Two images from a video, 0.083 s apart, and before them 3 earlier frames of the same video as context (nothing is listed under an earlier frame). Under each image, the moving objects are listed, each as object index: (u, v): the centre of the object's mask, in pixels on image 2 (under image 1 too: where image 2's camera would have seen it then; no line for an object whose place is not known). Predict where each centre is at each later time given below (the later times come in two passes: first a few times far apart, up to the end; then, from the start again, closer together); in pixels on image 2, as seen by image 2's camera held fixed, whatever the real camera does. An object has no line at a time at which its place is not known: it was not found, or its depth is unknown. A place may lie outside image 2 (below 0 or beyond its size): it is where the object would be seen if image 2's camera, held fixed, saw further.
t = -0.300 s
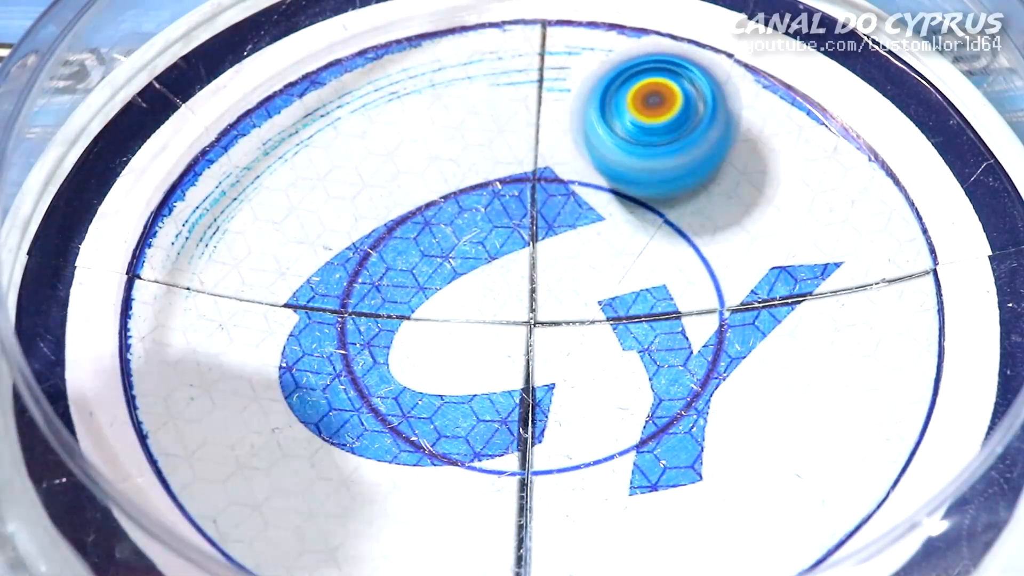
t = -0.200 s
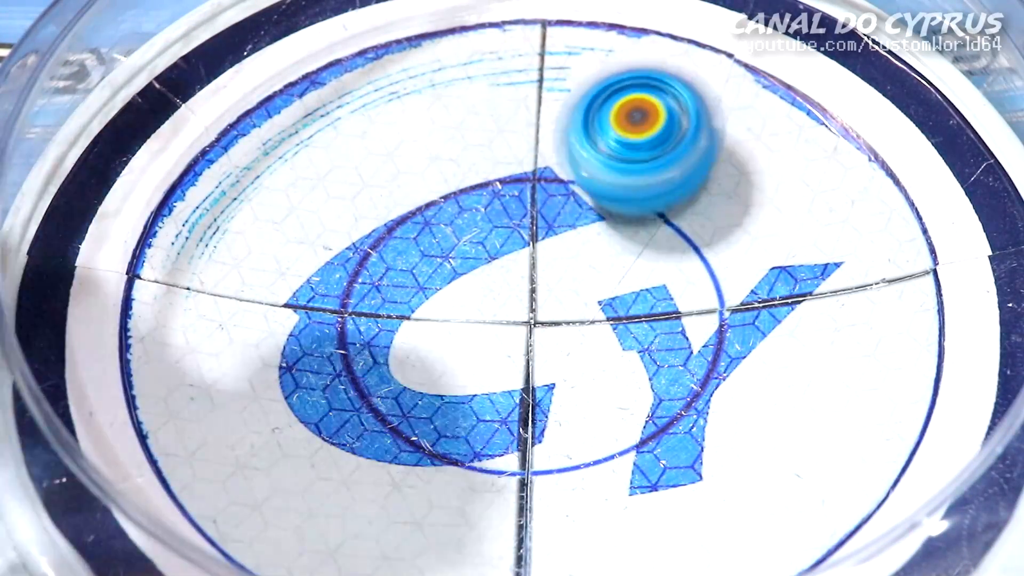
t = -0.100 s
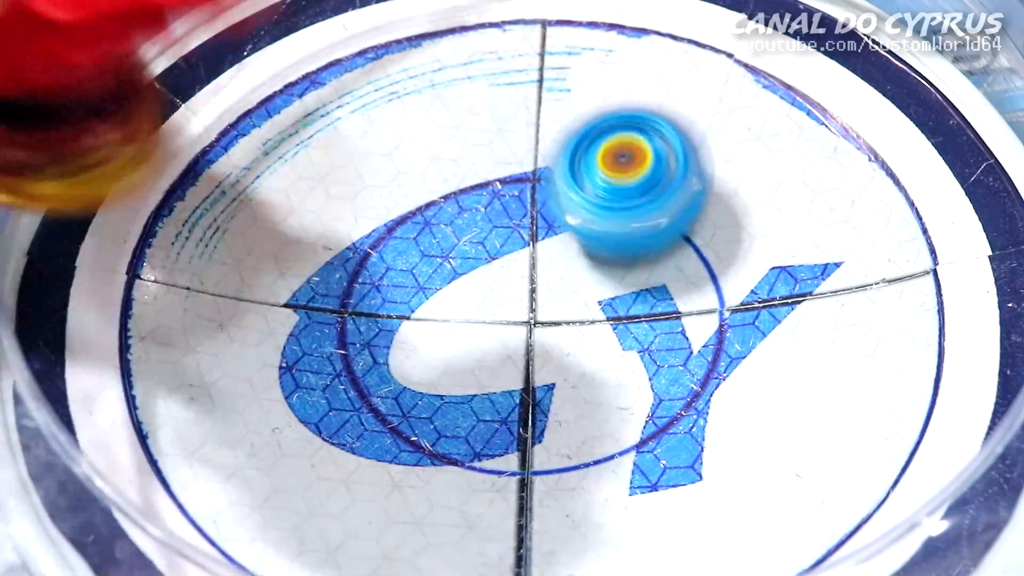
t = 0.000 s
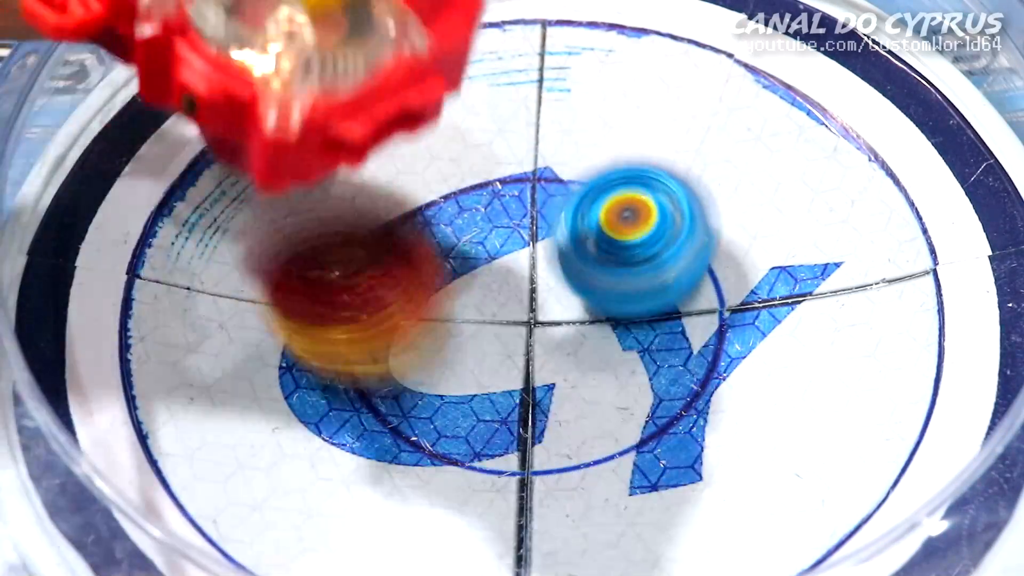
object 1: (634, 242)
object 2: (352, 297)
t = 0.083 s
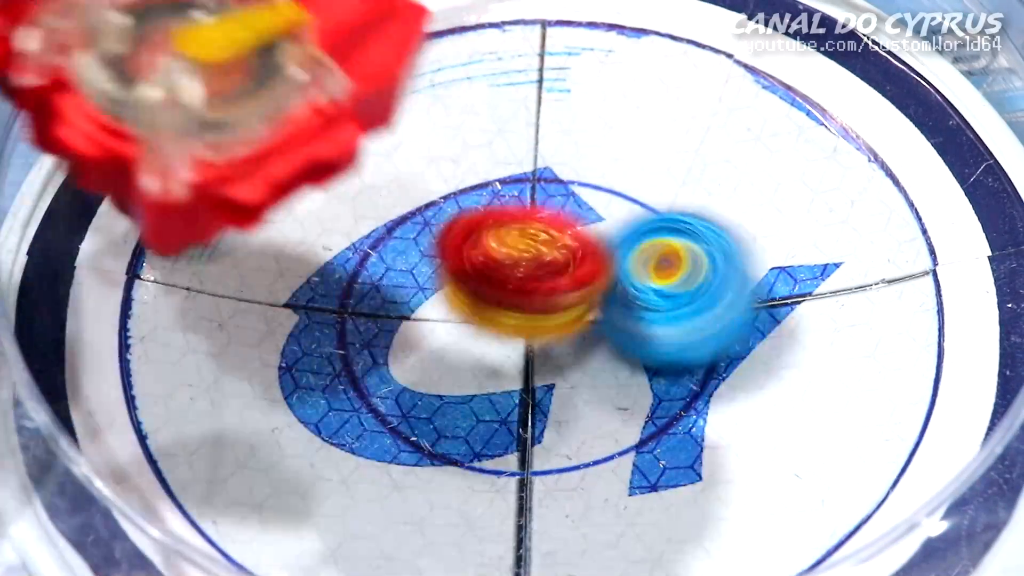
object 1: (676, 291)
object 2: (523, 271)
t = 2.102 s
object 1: (230, 428)
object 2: (566, 42)
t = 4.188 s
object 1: (661, 364)
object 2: (446, 441)
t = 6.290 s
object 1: (313, 309)
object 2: (760, 130)
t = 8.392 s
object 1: (603, 394)
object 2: (457, 245)
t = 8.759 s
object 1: (430, 362)
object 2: (520, 218)
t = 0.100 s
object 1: (699, 298)
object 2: (536, 256)
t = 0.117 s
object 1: (724, 305)
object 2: (550, 246)
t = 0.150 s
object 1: (768, 312)
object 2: (579, 249)
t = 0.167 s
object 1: (790, 313)
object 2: (593, 258)
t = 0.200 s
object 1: (831, 310)
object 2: (616, 246)
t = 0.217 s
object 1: (847, 309)
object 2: (627, 227)
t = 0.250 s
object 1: (875, 303)
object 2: (645, 205)
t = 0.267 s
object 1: (888, 298)
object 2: (655, 202)
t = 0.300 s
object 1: (904, 288)
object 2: (673, 217)
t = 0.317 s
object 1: (908, 285)
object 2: (680, 229)
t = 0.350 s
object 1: (897, 281)
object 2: (682, 200)
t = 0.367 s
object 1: (889, 280)
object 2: (680, 190)
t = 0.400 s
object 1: (871, 273)
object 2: (677, 188)
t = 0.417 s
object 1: (861, 269)
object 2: (675, 196)
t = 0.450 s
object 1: (843, 260)
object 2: (668, 216)
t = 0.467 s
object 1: (842, 260)
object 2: (655, 201)
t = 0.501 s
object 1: (849, 266)
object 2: (611, 181)
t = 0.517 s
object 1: (848, 268)
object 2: (590, 180)
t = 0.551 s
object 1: (844, 271)
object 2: (546, 196)
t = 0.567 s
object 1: (841, 273)
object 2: (524, 196)
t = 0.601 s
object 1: (834, 279)
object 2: (479, 177)
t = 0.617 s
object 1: (830, 282)
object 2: (457, 175)
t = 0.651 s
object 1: (825, 288)
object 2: (420, 174)
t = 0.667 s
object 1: (823, 291)
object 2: (407, 170)
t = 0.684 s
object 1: (821, 295)
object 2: (393, 166)
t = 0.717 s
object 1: (818, 299)
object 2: (364, 158)
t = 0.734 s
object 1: (816, 301)
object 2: (350, 156)
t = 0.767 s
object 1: (812, 306)
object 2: (325, 152)
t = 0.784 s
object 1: (809, 309)
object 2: (316, 154)
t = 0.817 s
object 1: (803, 313)
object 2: (298, 156)
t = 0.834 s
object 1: (798, 315)
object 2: (290, 158)
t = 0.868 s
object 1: (787, 315)
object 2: (277, 165)
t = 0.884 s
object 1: (780, 315)
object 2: (272, 170)
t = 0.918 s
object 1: (758, 313)
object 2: (264, 181)
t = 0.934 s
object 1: (744, 312)
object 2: (260, 189)
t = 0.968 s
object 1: (711, 312)
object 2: (259, 208)
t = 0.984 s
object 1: (693, 311)
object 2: (259, 219)
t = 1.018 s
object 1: (655, 313)
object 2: (265, 239)
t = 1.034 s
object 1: (636, 315)
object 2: (270, 248)
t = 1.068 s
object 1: (589, 324)
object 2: (289, 261)
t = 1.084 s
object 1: (565, 331)
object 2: (303, 265)
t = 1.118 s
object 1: (518, 347)
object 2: (331, 269)
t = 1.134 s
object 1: (496, 357)
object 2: (347, 267)
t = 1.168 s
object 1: (474, 393)
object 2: (368, 245)
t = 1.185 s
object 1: (467, 416)
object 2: (374, 229)
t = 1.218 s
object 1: (454, 457)
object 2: (386, 203)
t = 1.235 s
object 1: (448, 479)
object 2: (391, 189)
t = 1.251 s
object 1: (446, 496)
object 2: (394, 177)
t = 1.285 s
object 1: (450, 518)
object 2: (397, 151)
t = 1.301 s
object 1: (456, 526)
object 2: (396, 137)
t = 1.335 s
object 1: (476, 539)
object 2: (394, 114)
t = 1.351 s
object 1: (491, 545)
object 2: (391, 102)
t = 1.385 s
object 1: (529, 550)
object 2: (382, 82)
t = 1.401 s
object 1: (549, 547)
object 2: (377, 72)
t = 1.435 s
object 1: (592, 543)
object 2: (366, 60)
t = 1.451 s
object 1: (613, 538)
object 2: (360, 56)
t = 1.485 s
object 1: (650, 528)
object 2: (346, 52)
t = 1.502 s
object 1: (662, 520)
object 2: (339, 53)
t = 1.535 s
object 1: (675, 504)
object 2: (327, 58)
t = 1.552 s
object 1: (676, 493)
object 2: (323, 63)
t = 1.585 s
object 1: (670, 461)
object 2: (318, 78)
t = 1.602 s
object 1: (661, 446)
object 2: (317, 90)
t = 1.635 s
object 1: (638, 414)
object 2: (322, 111)
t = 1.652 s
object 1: (625, 397)
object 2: (328, 121)
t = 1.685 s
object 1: (592, 363)
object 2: (345, 137)
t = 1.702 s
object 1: (574, 347)
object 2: (355, 142)
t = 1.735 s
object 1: (535, 319)
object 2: (383, 153)
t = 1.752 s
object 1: (514, 305)
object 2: (399, 158)
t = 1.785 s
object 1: (473, 292)
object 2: (434, 155)
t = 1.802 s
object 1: (453, 297)
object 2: (450, 144)
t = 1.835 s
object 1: (410, 310)
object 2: (478, 123)
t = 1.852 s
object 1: (386, 316)
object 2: (491, 116)
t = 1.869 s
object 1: (367, 322)
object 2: (502, 110)
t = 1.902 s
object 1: (329, 331)
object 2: (522, 99)
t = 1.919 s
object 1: (312, 337)
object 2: (532, 93)
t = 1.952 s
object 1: (281, 351)
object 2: (548, 79)
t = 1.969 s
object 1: (269, 358)
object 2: (557, 73)
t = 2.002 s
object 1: (255, 373)
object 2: (569, 61)
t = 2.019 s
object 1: (247, 381)
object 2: (572, 57)
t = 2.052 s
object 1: (240, 399)
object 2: (575, 49)
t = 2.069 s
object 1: (238, 410)
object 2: (574, 46)
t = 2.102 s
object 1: (230, 428)
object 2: (566, 42)
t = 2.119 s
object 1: (229, 435)
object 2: (561, 40)
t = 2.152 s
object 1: (234, 447)
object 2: (547, 40)
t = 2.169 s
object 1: (241, 453)
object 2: (540, 41)
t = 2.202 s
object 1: (263, 459)
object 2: (521, 45)
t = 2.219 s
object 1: (276, 459)
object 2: (512, 47)
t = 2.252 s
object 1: (304, 456)
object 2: (497, 54)
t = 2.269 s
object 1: (321, 454)
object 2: (493, 57)
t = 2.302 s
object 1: (354, 441)
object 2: (496, 70)
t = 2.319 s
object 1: (370, 432)
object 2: (502, 80)
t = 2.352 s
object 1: (399, 415)
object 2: (523, 109)
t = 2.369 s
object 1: (412, 405)
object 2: (535, 124)
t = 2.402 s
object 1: (437, 380)
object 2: (565, 150)
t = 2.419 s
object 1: (446, 369)
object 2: (581, 161)
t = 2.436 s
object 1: (455, 357)
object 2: (599, 171)
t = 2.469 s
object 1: (473, 330)
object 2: (634, 183)
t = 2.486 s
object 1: (480, 316)
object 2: (653, 188)
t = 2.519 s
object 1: (486, 288)
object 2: (689, 196)
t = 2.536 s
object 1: (488, 275)
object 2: (707, 199)
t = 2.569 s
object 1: (490, 248)
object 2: (738, 198)
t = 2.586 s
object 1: (488, 236)
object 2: (754, 196)
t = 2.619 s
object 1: (482, 215)
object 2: (782, 189)
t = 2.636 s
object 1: (478, 205)
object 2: (794, 183)
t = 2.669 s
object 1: (467, 189)
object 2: (808, 169)
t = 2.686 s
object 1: (462, 182)
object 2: (812, 162)
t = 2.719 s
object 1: (448, 169)
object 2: (817, 147)
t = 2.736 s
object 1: (439, 163)
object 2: (816, 141)
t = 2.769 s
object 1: (424, 158)
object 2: (804, 133)
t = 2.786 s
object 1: (416, 155)
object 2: (795, 132)
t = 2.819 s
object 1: (402, 150)
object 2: (775, 130)
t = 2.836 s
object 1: (395, 149)
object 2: (765, 130)
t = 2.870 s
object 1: (384, 143)
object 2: (748, 135)
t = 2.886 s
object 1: (379, 142)
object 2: (741, 139)
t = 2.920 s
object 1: (371, 140)
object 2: (730, 153)
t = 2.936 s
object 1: (368, 141)
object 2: (726, 163)
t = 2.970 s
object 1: (364, 147)
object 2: (719, 188)
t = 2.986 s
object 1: (365, 153)
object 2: (717, 202)
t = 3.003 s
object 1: (367, 158)
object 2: (717, 215)
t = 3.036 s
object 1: (377, 173)
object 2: (720, 240)
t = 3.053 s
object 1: (384, 180)
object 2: (723, 252)
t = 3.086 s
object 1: (401, 195)
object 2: (730, 276)
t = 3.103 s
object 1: (411, 202)
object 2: (735, 286)
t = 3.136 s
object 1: (434, 214)
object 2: (742, 299)
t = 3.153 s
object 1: (447, 220)
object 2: (746, 303)
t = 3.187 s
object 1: (474, 229)
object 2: (753, 310)
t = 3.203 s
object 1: (487, 232)
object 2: (756, 313)
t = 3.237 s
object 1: (514, 238)
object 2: (759, 316)
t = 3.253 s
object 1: (526, 239)
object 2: (760, 316)
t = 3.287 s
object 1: (547, 242)
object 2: (759, 319)
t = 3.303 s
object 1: (557, 243)
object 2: (755, 319)
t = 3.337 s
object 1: (575, 238)
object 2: (744, 317)
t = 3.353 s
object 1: (583, 236)
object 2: (738, 317)
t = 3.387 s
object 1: (594, 229)
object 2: (721, 320)
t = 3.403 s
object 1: (600, 223)
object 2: (711, 326)
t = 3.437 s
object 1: (615, 211)
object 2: (689, 343)
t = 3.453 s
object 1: (625, 207)
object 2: (679, 349)
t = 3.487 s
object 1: (643, 202)
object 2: (661, 363)
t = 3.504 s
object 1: (651, 200)
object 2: (654, 370)
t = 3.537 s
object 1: (667, 194)
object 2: (642, 389)
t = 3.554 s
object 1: (673, 193)
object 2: (637, 400)
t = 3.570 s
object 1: (681, 192)
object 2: (630, 412)
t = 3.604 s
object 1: (695, 189)
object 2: (621, 436)
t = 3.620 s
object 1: (702, 187)
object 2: (618, 448)
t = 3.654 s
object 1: (715, 181)
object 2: (614, 473)
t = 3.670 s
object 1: (720, 178)
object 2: (613, 485)
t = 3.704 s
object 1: (728, 172)
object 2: (617, 500)
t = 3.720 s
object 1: (729, 169)
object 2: (622, 505)
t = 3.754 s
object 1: (726, 165)
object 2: (636, 511)
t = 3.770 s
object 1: (722, 165)
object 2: (643, 512)
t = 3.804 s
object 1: (714, 166)
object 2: (659, 512)
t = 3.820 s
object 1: (708, 168)
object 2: (667, 510)
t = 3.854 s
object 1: (697, 176)
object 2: (678, 506)
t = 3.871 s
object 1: (692, 182)
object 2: (683, 503)
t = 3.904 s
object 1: (682, 196)
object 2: (686, 498)
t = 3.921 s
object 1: (679, 204)
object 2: (682, 494)
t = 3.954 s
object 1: (670, 223)
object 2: (664, 488)
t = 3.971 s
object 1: (666, 234)
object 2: (650, 483)
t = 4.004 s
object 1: (660, 255)
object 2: (614, 473)
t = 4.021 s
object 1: (658, 266)
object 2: (599, 468)
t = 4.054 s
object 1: (655, 287)
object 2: (566, 461)
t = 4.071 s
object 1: (653, 299)
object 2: (550, 458)
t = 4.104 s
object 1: (654, 319)
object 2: (515, 453)
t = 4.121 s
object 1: (653, 329)
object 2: (497, 450)
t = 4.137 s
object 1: (655, 340)
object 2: (481, 447)
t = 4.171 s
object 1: (658, 356)
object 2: (455, 442)
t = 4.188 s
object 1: (661, 364)
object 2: (446, 441)
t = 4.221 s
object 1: (669, 376)
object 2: (431, 439)
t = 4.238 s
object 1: (674, 380)
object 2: (425, 440)
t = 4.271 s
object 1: (683, 385)
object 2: (408, 442)
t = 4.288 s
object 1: (687, 386)
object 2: (397, 442)
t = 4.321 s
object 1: (689, 389)
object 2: (375, 442)
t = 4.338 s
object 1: (688, 390)
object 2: (366, 441)
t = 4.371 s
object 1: (683, 391)
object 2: (353, 441)
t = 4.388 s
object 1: (680, 392)
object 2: (349, 441)
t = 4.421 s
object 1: (674, 391)
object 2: (343, 441)
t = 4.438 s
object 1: (670, 390)
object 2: (340, 441)
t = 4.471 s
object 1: (662, 387)
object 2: (333, 439)
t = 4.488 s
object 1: (655, 385)
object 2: (330, 437)
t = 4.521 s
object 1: (644, 381)
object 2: (322, 431)
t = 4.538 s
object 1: (636, 380)
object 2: (318, 426)
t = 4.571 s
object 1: (618, 379)
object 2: (310, 415)
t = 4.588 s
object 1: (609, 378)
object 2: (307, 408)
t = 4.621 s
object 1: (589, 380)
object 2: (303, 394)
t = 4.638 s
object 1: (578, 382)
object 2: (302, 386)
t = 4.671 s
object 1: (557, 385)
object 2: (302, 370)
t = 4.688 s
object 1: (546, 387)
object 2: (303, 361)
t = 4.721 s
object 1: (526, 391)
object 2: (308, 343)
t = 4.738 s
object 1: (515, 393)
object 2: (310, 335)
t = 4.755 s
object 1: (505, 396)
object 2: (312, 326)
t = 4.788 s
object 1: (485, 400)
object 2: (317, 311)
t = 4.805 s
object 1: (476, 403)
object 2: (320, 305)
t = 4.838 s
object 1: (458, 408)
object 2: (324, 293)
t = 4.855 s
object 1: (454, 411)
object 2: (326, 289)
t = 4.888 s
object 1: (443, 418)
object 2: (331, 281)
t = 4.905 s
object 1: (441, 422)
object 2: (332, 278)
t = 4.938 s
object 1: (434, 428)
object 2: (333, 274)
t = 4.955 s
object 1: (433, 431)
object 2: (332, 270)
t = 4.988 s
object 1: (430, 434)
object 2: (337, 259)
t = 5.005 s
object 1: (429, 435)
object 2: (343, 253)
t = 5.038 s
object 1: (429, 434)
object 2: (356, 238)
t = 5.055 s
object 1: (430, 432)
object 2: (362, 233)
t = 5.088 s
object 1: (436, 426)
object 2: (373, 224)
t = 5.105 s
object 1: (437, 422)
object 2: (377, 221)
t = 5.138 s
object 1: (442, 415)
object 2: (384, 219)
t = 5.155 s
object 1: (444, 410)
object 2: (386, 218)
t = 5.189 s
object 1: (448, 396)
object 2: (389, 217)
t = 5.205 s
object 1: (448, 388)
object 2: (390, 216)
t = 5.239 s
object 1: (449, 371)
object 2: (393, 210)
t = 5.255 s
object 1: (449, 362)
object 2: (395, 205)
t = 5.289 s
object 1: (449, 344)
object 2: (407, 192)
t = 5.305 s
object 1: (448, 335)
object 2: (414, 184)
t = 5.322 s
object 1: (446, 326)
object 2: (420, 178)
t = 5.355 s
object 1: (443, 318)
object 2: (432, 163)
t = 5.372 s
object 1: (440, 314)
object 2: (437, 157)
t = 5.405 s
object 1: (436, 306)
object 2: (445, 150)
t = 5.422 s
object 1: (433, 300)
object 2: (448, 149)
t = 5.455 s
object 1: (422, 299)
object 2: (454, 142)
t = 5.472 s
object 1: (414, 298)
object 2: (456, 136)
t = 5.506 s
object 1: (407, 295)
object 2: (460, 125)
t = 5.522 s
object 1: (402, 295)
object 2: (465, 120)
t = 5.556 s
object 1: (394, 291)
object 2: (478, 111)
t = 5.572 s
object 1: (390, 291)
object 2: (485, 106)
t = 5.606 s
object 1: (383, 289)
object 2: (499, 97)
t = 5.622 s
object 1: (380, 289)
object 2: (508, 94)
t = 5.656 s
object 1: (375, 289)
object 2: (528, 88)
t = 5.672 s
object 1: (375, 289)
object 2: (538, 85)
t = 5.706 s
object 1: (379, 291)
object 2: (554, 83)
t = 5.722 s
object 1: (381, 291)
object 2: (561, 83)
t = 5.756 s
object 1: (389, 290)
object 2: (569, 86)
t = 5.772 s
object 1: (393, 291)
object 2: (570, 88)
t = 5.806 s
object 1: (402, 289)
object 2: (571, 93)
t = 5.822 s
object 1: (406, 289)
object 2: (570, 96)
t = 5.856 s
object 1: (412, 288)
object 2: (566, 100)
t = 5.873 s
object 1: (415, 287)
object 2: (566, 101)
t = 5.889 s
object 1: (420, 286)
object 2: (565, 102)
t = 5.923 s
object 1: (436, 284)
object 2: (566, 103)
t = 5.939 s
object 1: (444, 282)
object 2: (570, 103)
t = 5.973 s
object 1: (462, 276)
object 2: (580, 105)
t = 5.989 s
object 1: (470, 273)
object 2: (587, 106)
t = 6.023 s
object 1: (486, 263)
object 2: (605, 112)
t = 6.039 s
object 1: (494, 259)
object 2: (612, 115)
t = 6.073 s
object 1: (505, 246)
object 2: (624, 122)
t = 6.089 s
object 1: (510, 240)
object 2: (629, 126)
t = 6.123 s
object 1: (463, 247)
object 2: (672, 117)
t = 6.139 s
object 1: (438, 256)
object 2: (695, 113)
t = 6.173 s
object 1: (392, 267)
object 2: (731, 113)
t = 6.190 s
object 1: (376, 273)
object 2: (745, 113)
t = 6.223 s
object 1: (350, 285)
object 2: (760, 118)
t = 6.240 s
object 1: (340, 289)
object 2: (763, 121)
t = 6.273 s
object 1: (322, 302)
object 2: (763, 127)
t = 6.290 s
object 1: (313, 309)
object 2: (760, 130)
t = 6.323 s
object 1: (297, 323)
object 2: (752, 136)
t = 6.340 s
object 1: (289, 332)
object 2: (746, 139)
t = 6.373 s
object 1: (280, 349)
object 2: (737, 145)
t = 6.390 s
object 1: (277, 360)
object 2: (733, 148)
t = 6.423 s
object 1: (274, 380)
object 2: (729, 157)
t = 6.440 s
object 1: (277, 390)
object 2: (728, 162)
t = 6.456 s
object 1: (279, 401)
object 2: (728, 168)
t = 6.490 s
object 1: (293, 422)
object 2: (731, 179)
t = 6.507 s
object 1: (304, 430)
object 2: (731, 185)
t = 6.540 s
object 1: (330, 441)
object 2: (734, 198)
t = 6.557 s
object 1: (344, 444)
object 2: (735, 205)
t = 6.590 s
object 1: (375, 446)
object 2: (738, 220)
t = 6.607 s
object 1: (390, 445)
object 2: (739, 227)
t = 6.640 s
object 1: (418, 438)
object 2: (740, 241)
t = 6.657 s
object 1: (435, 434)
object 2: (740, 248)
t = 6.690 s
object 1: (461, 423)
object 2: (740, 261)
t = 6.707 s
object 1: (472, 418)
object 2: (739, 267)
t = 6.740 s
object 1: (496, 406)
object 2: (738, 277)
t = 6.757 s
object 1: (508, 399)
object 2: (736, 281)
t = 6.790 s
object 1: (529, 385)
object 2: (732, 288)
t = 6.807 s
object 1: (543, 377)
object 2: (730, 291)
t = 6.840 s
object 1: (561, 363)
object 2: (724, 299)
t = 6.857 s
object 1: (556, 352)
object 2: (734, 303)
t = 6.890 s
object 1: (534, 329)
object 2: (760, 313)
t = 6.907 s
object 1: (526, 321)
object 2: (765, 319)
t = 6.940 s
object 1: (516, 302)
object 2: (758, 330)
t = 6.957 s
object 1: (514, 294)
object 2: (748, 334)
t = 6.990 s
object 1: (516, 278)
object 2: (722, 342)
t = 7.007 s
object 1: (517, 271)
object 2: (709, 345)
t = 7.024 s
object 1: (519, 260)
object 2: (697, 347)
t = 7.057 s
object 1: (522, 246)
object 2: (670, 349)
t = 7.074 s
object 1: (525, 238)
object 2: (658, 349)
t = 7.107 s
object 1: (530, 222)
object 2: (639, 347)
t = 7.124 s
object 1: (533, 214)
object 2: (629, 346)
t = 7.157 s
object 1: (535, 198)
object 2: (616, 344)
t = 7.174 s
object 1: (536, 191)
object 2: (611, 344)
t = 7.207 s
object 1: (541, 177)
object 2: (603, 347)
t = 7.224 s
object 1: (542, 172)
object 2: (600, 349)
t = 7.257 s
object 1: (546, 166)
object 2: (594, 354)
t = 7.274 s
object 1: (546, 163)
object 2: (591, 357)
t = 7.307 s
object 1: (549, 157)
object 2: (583, 361)
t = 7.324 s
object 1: (549, 152)
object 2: (580, 364)
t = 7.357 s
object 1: (550, 146)
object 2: (572, 367)
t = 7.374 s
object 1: (551, 145)
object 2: (567, 368)
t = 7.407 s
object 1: (553, 146)
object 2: (557, 371)
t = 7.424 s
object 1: (554, 147)
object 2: (552, 371)
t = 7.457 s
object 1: (557, 149)
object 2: (542, 372)
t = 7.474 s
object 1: (559, 151)
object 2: (537, 372)
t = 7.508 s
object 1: (559, 155)
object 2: (526, 373)
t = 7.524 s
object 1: (560, 158)
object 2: (522, 374)
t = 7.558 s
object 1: (562, 165)
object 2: (512, 371)
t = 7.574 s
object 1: (563, 171)
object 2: (507, 372)
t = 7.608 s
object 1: (568, 181)
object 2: (499, 369)
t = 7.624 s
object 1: (569, 188)
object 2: (495, 367)
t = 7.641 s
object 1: (570, 193)
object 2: (490, 364)
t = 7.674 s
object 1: (573, 206)
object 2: (479, 362)
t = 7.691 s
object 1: (576, 212)
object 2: (475, 361)
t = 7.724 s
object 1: (581, 225)
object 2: (468, 354)
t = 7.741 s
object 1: (586, 231)
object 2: (465, 352)
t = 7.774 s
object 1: (591, 246)
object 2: (459, 347)
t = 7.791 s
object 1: (594, 253)
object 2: (455, 343)
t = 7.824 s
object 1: (609, 265)
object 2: (441, 337)
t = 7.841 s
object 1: (615, 271)
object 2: (435, 334)
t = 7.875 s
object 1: (627, 283)
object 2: (428, 327)
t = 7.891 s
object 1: (630, 288)
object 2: (426, 325)
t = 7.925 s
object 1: (638, 299)
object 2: (424, 320)
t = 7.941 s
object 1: (640, 303)
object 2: (423, 318)
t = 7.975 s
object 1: (644, 314)
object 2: (422, 313)
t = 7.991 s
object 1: (646, 319)
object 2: (421, 310)
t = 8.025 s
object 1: (649, 329)
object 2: (420, 306)
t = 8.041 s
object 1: (651, 334)
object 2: (420, 304)
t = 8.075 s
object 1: (651, 344)
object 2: (421, 298)
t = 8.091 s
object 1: (652, 348)
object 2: (422, 296)
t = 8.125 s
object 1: (651, 359)
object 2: (424, 291)
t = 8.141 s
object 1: (650, 363)
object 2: (424, 288)
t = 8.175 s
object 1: (648, 371)
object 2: (427, 282)
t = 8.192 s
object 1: (648, 374)
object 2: (429, 279)
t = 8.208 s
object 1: (648, 378)
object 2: (431, 275)
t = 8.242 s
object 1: (643, 384)
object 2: (436, 268)
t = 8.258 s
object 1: (642, 387)
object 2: (438, 263)
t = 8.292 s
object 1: (633, 390)
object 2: (443, 258)
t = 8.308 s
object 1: (631, 392)
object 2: (446, 256)
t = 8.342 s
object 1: (619, 393)
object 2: (450, 251)
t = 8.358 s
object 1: (617, 394)
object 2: (453, 248)
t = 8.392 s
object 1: (603, 394)
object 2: (457, 245)
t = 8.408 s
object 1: (599, 393)
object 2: (458, 243)
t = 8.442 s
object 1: (582, 390)
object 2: (462, 240)
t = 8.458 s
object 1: (575, 388)
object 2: (465, 240)
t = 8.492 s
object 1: (557, 385)
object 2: (470, 238)
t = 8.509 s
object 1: (550, 382)
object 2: (472, 236)
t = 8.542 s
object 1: (532, 379)
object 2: (477, 232)
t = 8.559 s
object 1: (523, 379)
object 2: (480, 229)
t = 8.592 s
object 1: (506, 383)
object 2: (488, 221)
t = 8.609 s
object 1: (498, 382)
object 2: (492, 219)
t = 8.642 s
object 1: (479, 380)
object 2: (499, 217)
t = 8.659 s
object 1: (473, 378)
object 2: (502, 216)
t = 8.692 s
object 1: (459, 375)
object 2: (507, 215)
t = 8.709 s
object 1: (451, 372)
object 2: (510, 216)
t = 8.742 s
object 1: (438, 366)
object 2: (516, 217)
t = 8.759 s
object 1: (430, 362)
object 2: (520, 218)
